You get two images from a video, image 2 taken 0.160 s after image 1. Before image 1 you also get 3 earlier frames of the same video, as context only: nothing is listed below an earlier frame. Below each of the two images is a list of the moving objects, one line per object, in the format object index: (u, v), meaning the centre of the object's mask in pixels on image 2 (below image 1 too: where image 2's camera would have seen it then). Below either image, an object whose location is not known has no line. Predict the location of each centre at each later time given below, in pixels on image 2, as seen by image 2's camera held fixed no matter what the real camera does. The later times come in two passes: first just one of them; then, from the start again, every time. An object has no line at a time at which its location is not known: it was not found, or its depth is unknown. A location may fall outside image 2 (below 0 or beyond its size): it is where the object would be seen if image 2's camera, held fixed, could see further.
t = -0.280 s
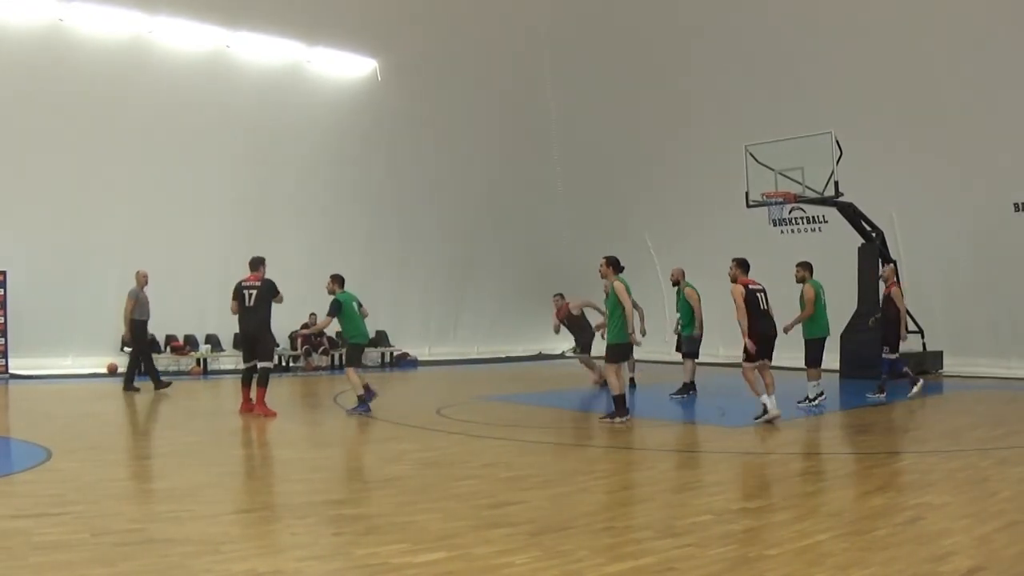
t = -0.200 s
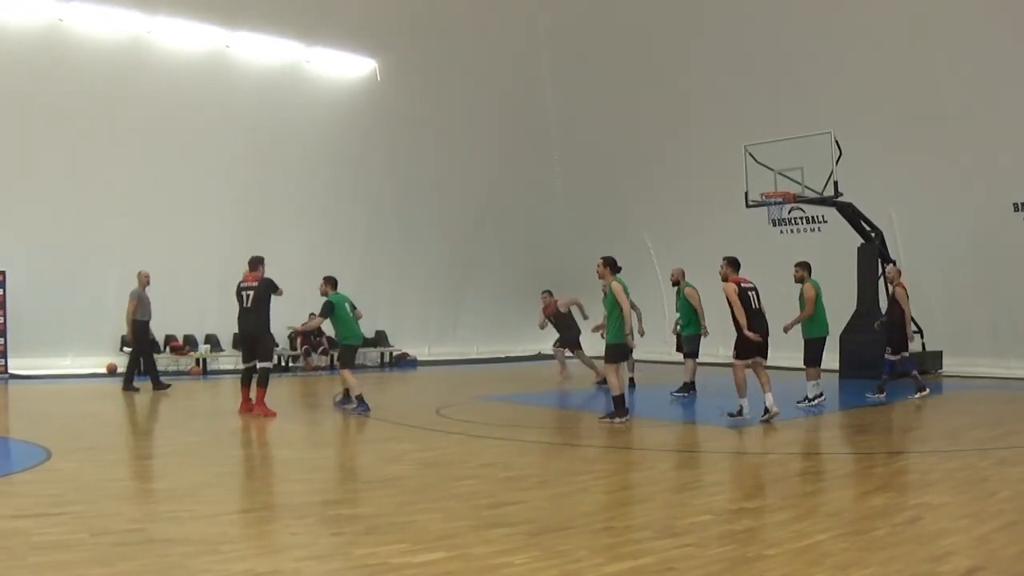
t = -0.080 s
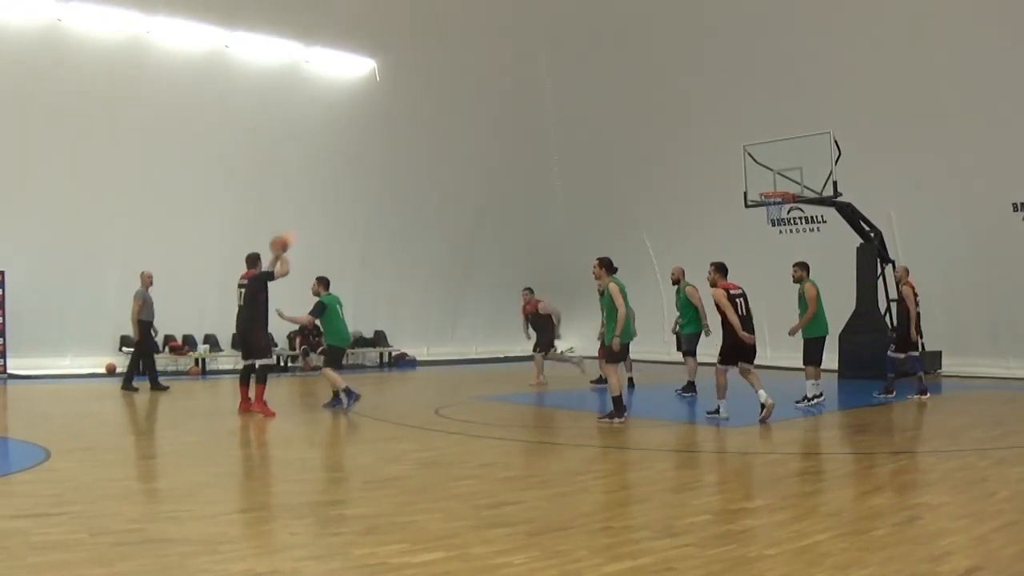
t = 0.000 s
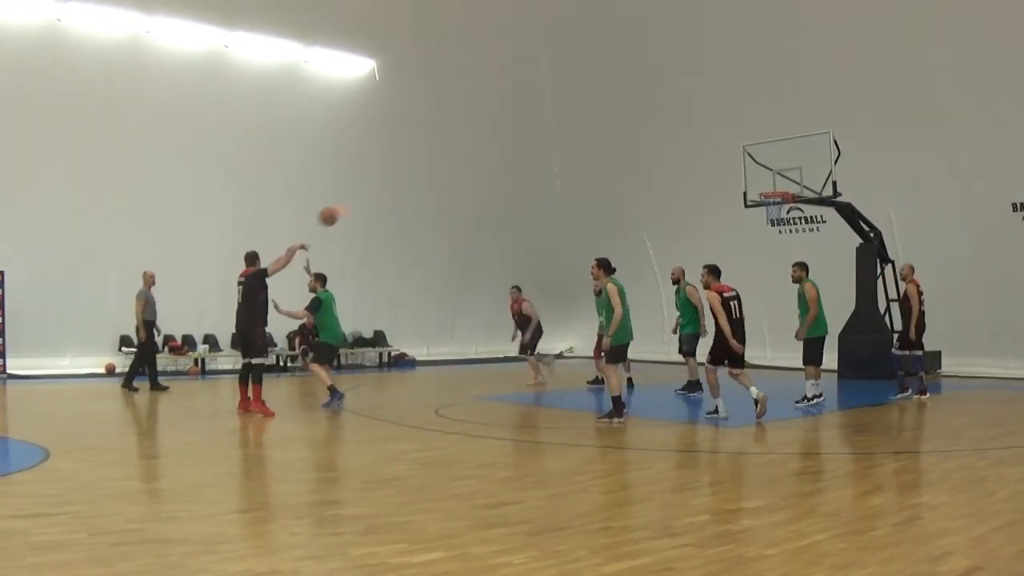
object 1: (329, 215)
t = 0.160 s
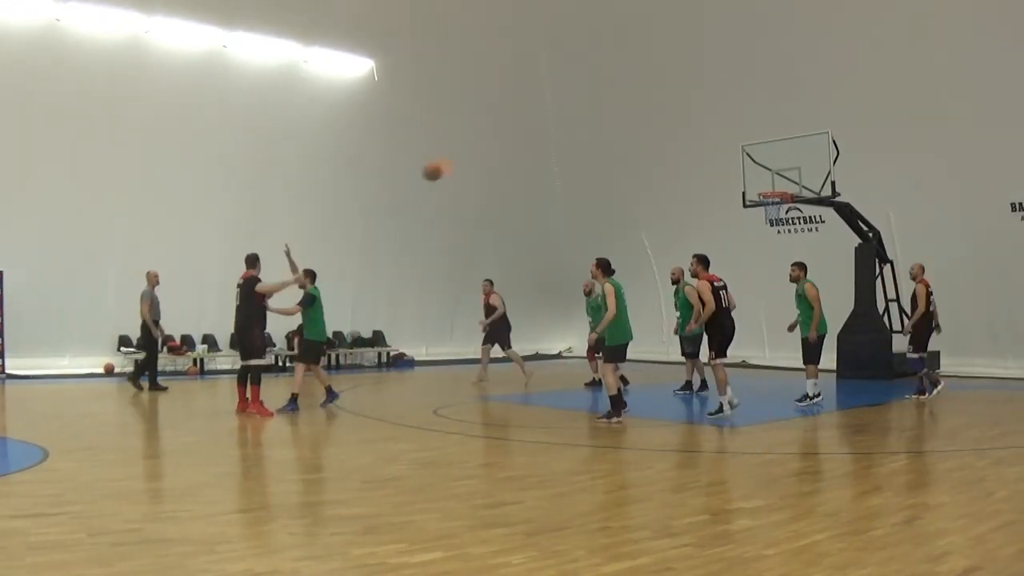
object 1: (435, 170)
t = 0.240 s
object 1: (488, 155)
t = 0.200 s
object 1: (462, 162)
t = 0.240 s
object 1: (488, 155)
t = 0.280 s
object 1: (515, 148)
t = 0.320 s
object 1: (540, 145)
